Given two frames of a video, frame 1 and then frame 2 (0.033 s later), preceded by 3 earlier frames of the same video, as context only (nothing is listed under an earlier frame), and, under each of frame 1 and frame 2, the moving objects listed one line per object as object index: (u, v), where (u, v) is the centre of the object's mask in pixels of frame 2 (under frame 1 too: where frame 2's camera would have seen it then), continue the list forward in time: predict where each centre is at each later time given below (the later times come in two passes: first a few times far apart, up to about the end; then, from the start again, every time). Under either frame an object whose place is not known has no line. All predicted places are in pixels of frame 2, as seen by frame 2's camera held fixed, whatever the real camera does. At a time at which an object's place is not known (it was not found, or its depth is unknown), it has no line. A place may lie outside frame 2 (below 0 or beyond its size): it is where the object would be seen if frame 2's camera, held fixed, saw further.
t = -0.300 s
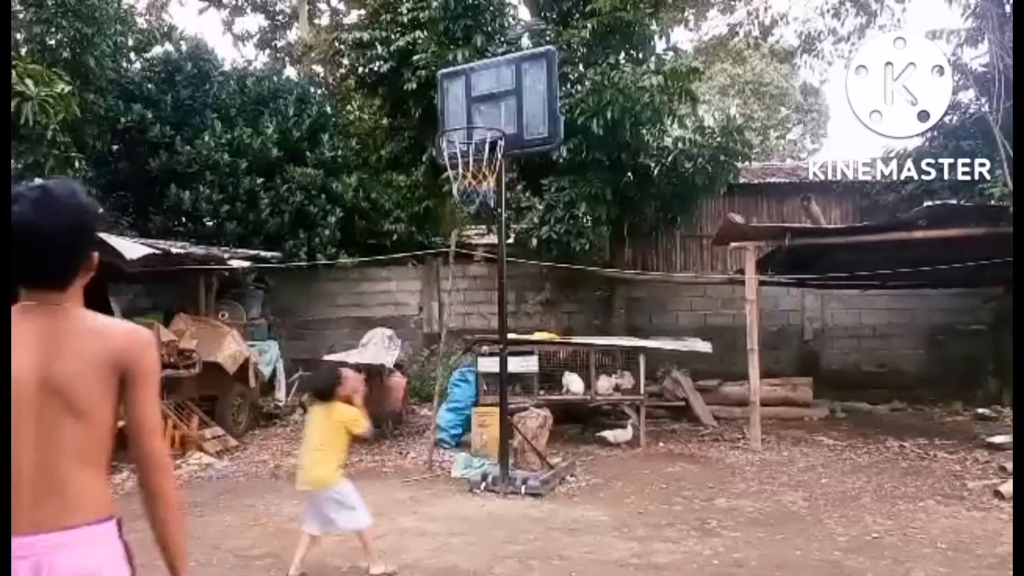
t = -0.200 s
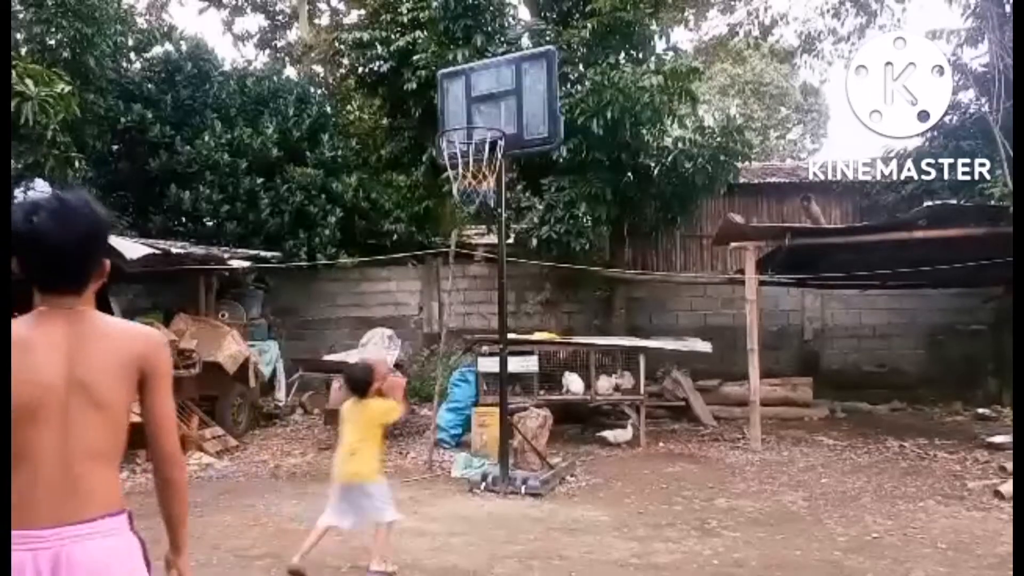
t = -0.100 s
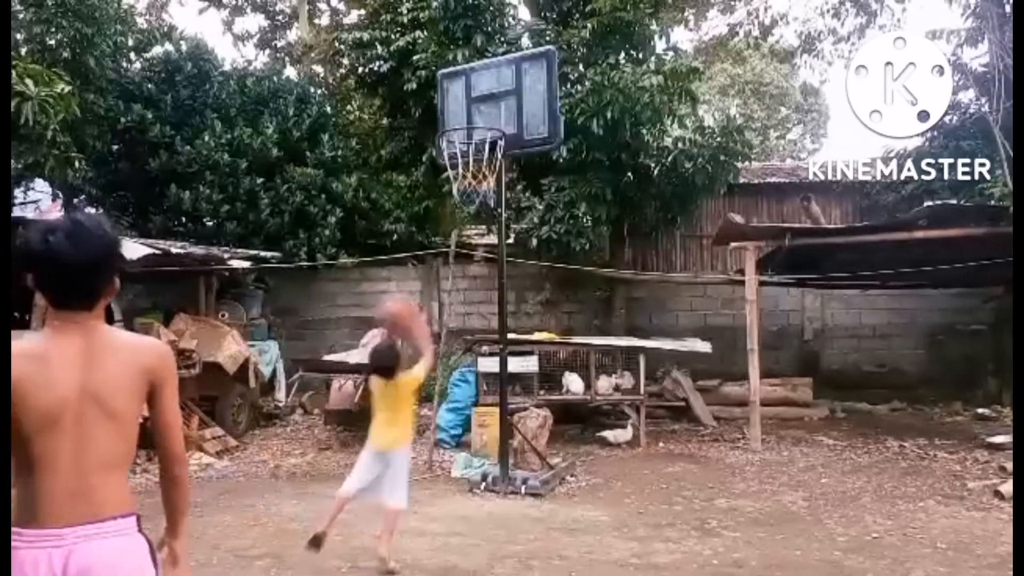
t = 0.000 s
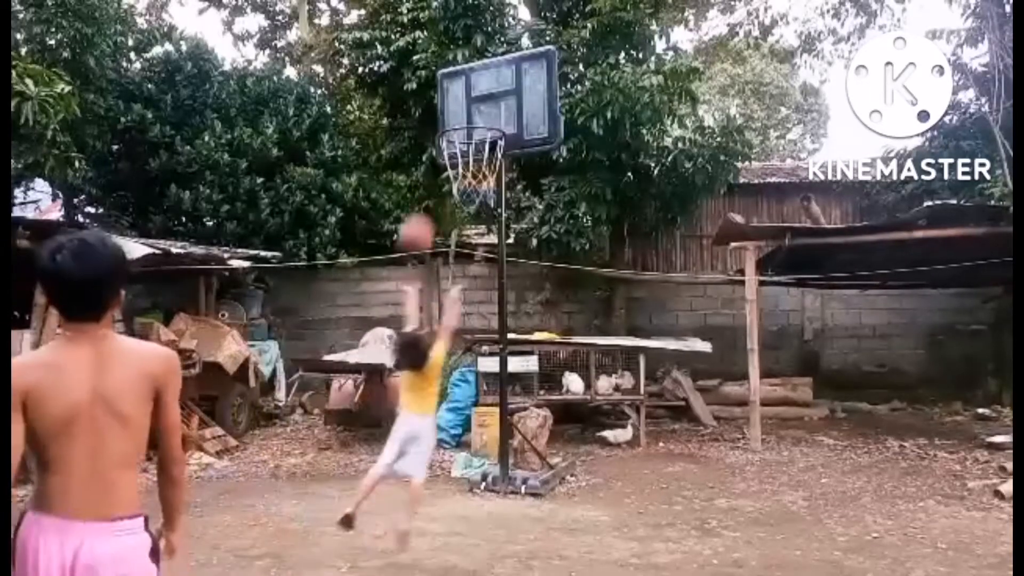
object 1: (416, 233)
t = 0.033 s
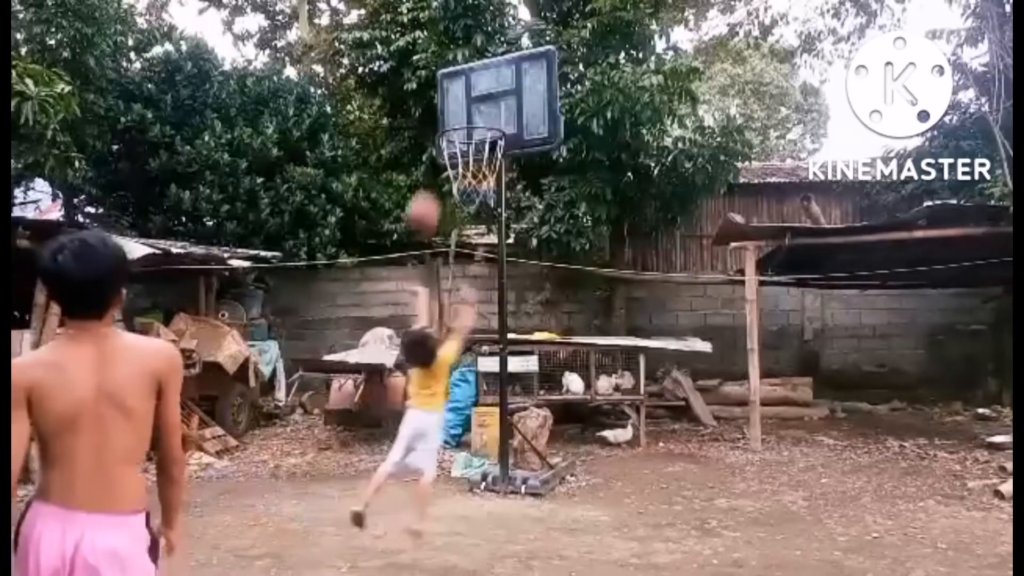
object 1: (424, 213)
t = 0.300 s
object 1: (472, 112)
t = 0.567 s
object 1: (514, 123)
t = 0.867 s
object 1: (535, 157)
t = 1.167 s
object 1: (563, 317)
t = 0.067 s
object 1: (429, 194)
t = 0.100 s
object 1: (434, 177)
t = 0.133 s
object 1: (442, 160)
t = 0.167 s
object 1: (447, 148)
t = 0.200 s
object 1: (452, 136)
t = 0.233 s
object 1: (460, 127)
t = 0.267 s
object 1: (466, 118)
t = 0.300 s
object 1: (472, 112)
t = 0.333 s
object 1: (477, 108)
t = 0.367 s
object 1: (482, 106)
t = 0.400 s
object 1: (486, 104)
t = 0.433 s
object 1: (492, 105)
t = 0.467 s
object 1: (496, 107)
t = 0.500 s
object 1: (502, 110)
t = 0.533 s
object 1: (508, 115)
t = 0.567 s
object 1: (514, 123)
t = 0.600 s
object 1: (515, 124)
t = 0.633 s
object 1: (517, 123)
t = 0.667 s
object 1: (520, 123)
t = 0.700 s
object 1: (521, 123)
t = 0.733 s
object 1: (524, 127)
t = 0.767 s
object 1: (526, 132)
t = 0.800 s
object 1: (530, 138)
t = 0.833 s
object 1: (533, 146)
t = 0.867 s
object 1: (535, 157)
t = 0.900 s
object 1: (538, 167)
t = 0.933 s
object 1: (542, 179)
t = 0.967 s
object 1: (545, 192)
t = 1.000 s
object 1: (548, 209)
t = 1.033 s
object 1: (550, 228)
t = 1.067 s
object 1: (553, 246)
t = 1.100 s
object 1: (556, 271)
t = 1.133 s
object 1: (560, 293)
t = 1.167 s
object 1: (563, 317)
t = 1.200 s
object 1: (567, 346)
